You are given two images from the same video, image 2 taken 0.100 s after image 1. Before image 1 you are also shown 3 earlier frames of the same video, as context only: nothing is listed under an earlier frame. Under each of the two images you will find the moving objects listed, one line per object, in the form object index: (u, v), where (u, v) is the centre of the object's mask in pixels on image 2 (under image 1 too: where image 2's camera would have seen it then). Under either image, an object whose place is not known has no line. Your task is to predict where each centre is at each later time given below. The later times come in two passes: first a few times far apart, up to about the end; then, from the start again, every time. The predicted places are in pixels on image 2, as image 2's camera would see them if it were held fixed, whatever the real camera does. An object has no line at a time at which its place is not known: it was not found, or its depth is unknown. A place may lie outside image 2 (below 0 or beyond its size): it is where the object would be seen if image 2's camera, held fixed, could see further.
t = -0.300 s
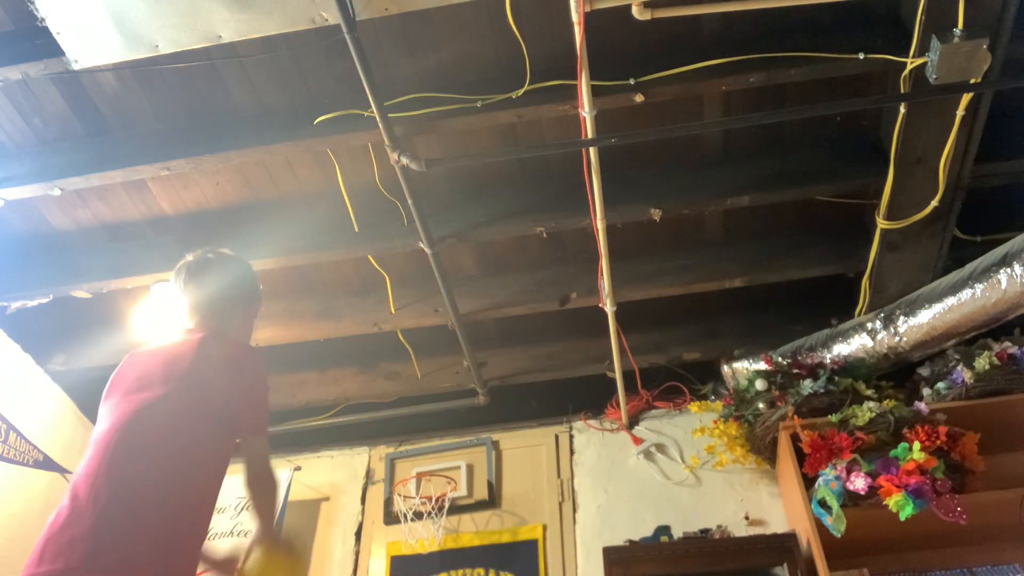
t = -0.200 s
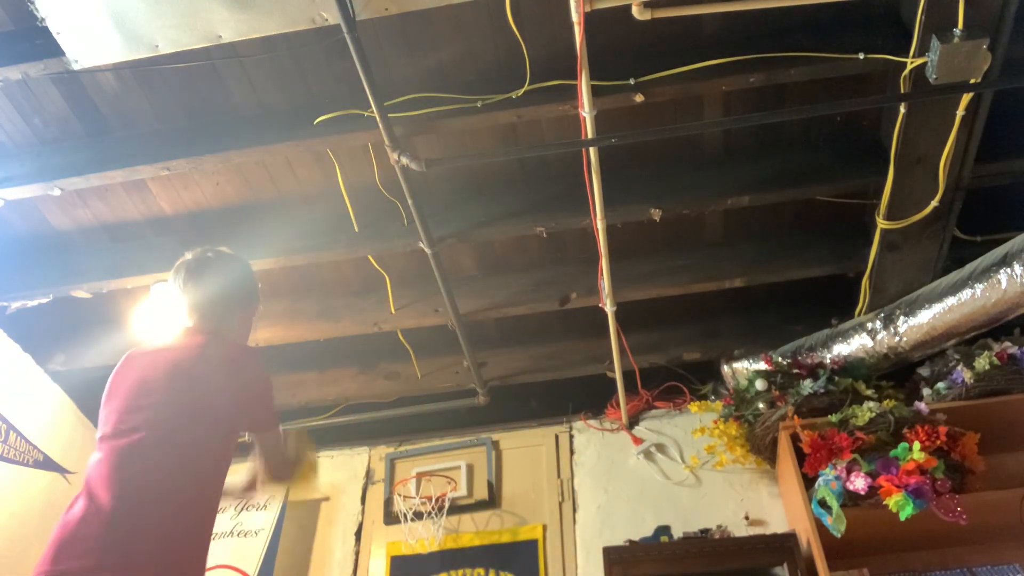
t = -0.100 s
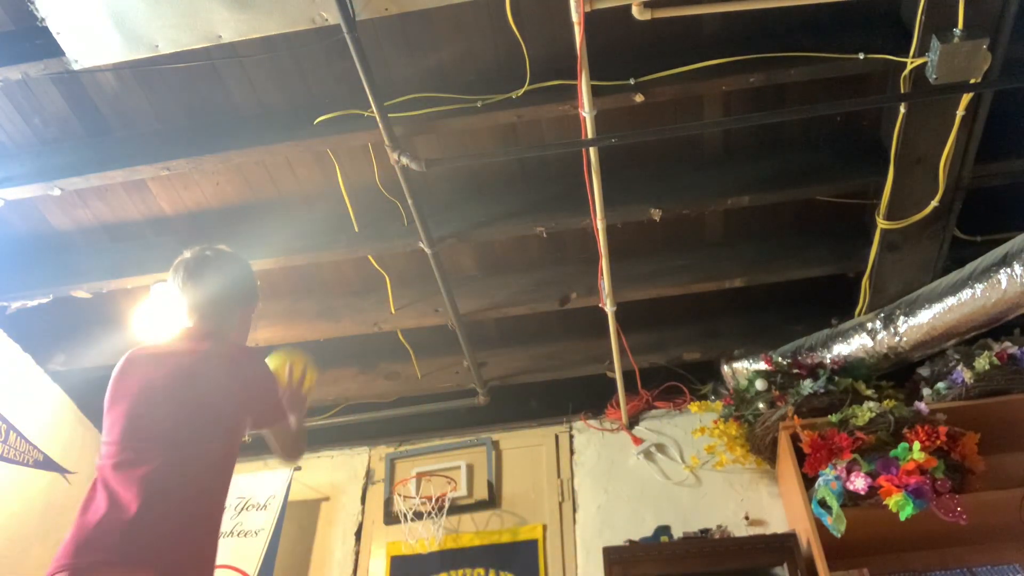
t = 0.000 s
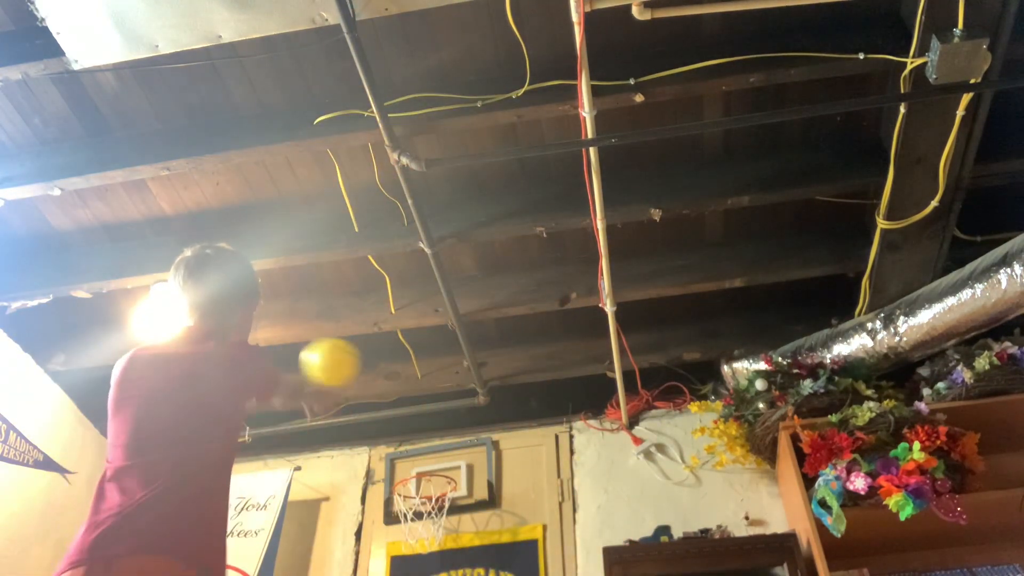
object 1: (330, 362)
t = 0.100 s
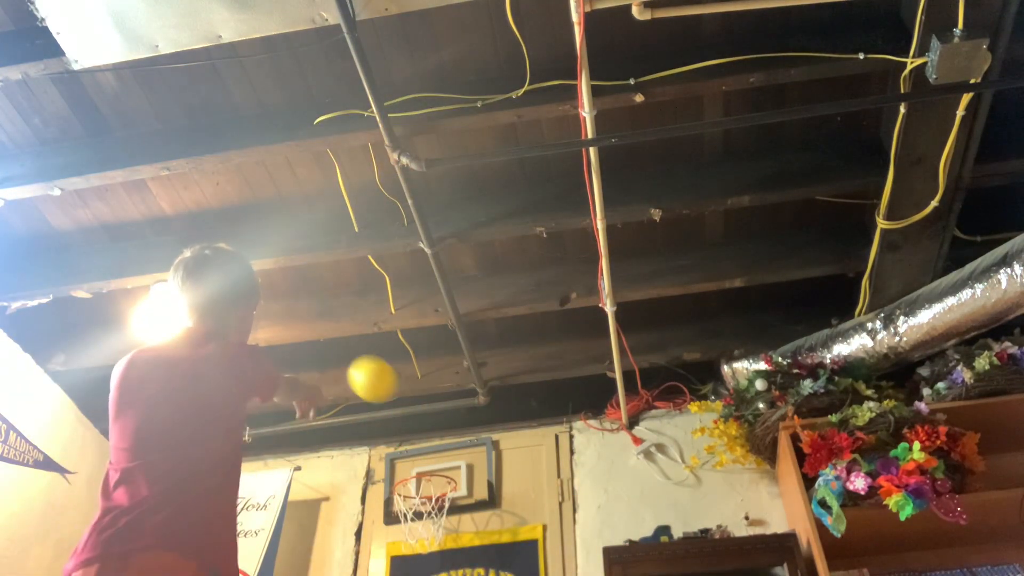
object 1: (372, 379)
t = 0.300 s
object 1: (423, 458)
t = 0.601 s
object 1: (425, 526)
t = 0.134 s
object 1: (383, 388)
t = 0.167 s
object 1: (393, 401)
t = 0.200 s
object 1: (402, 414)
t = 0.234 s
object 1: (409, 426)
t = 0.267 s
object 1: (416, 442)
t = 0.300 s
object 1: (423, 458)
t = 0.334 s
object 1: (426, 458)
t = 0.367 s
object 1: (428, 459)
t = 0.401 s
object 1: (430, 462)
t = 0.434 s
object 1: (430, 468)
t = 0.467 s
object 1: (429, 475)
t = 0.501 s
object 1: (430, 486)
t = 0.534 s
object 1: (429, 497)
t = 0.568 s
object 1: (429, 512)
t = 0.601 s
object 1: (425, 526)
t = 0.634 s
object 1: (427, 549)
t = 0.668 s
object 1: (428, 564)
